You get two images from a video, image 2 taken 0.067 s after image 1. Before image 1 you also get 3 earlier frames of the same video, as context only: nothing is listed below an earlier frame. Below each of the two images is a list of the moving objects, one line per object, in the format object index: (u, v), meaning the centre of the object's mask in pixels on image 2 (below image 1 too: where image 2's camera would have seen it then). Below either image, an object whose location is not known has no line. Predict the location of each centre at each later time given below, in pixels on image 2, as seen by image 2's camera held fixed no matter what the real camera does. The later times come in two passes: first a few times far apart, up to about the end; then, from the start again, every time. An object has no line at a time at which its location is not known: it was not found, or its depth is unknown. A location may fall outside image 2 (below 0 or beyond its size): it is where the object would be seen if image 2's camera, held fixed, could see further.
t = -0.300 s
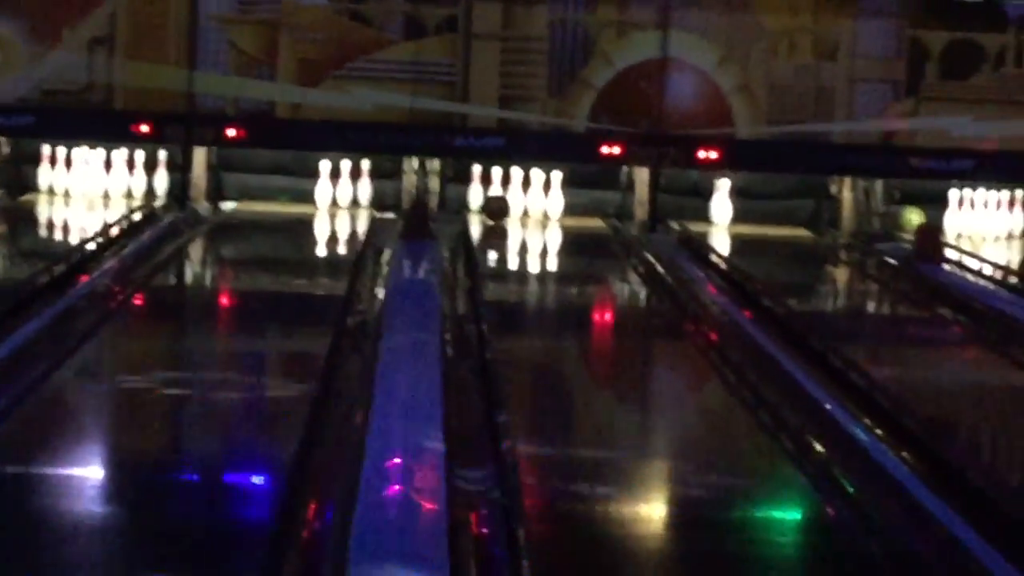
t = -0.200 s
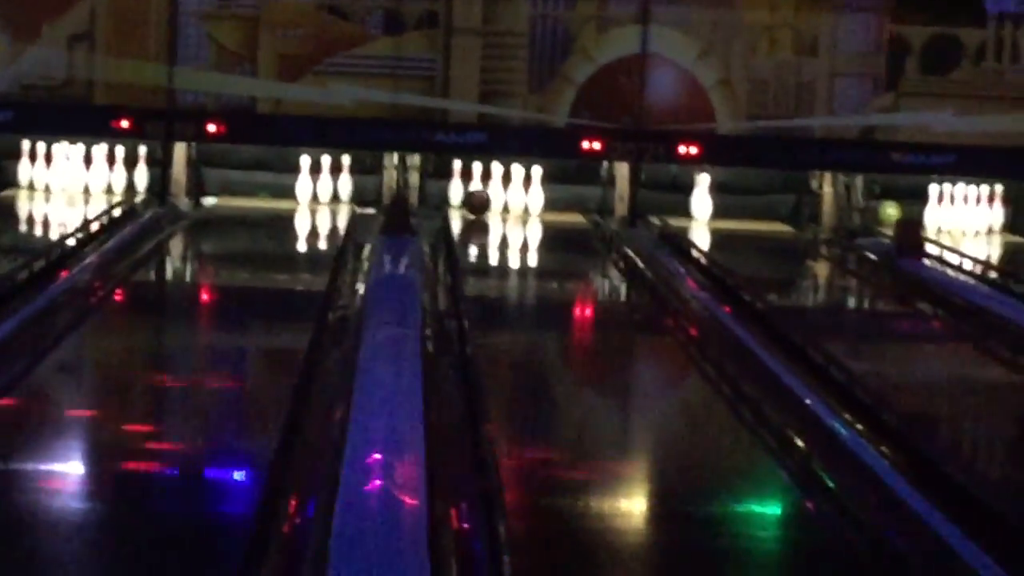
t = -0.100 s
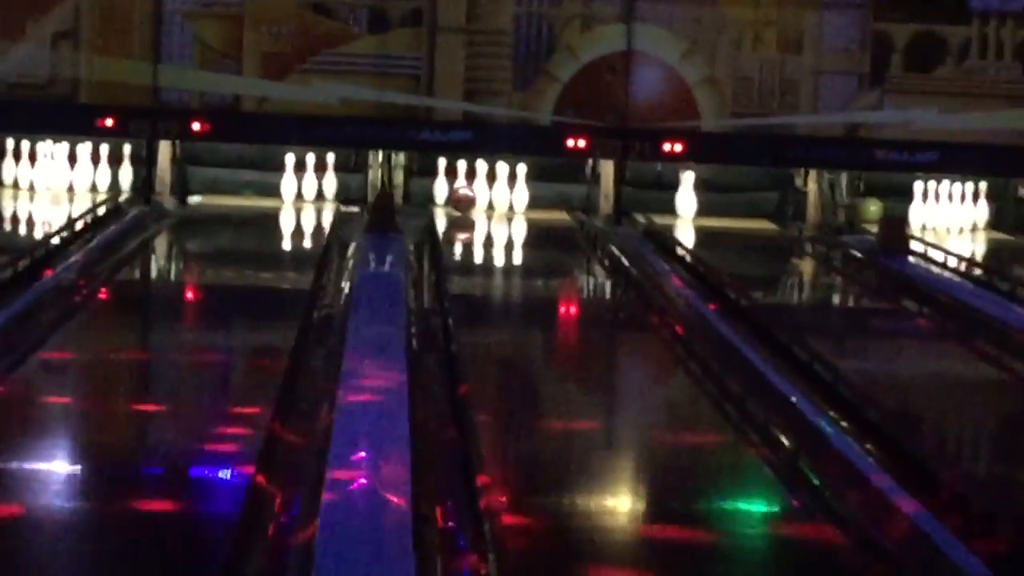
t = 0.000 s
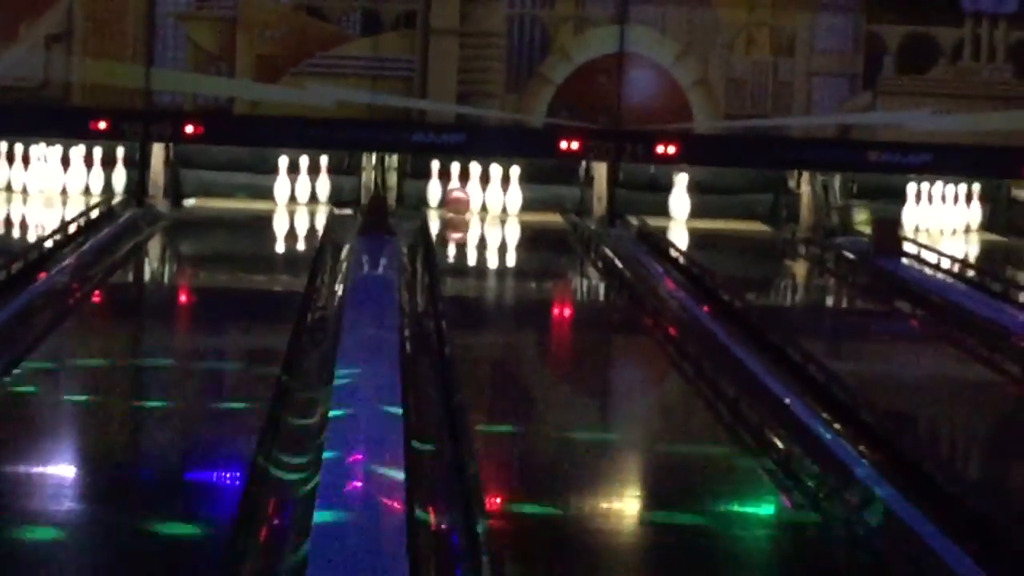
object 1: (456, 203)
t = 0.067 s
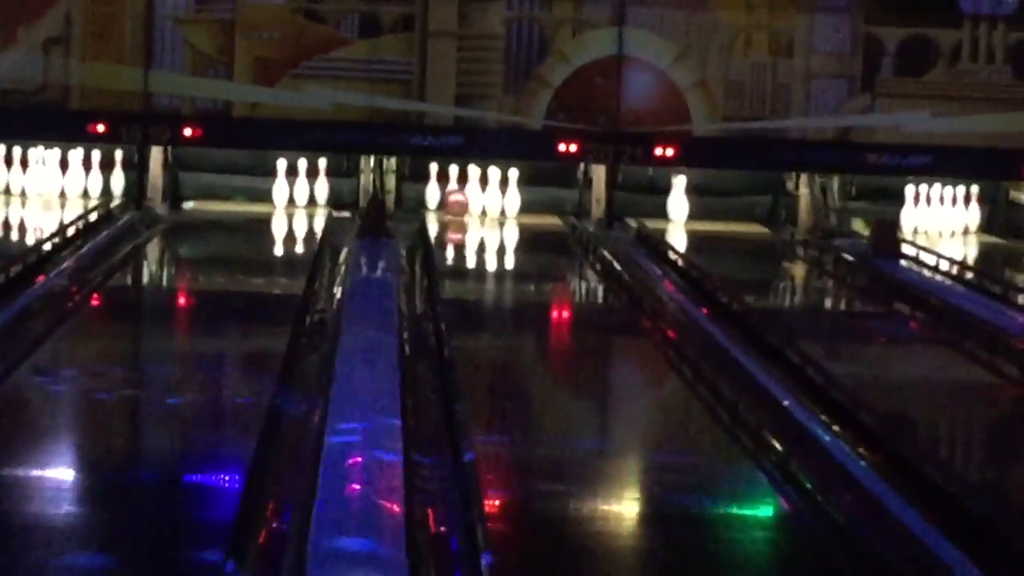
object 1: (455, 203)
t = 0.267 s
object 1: (450, 201)
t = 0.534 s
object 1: (441, 197)
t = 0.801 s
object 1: (430, 194)
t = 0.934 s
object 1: (423, 194)
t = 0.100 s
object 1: (453, 202)
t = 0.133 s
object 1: (453, 201)
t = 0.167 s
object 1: (452, 202)
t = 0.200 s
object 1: (451, 201)
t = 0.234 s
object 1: (451, 201)
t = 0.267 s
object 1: (450, 201)
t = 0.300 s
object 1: (449, 200)
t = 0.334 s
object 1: (447, 200)
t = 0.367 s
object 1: (447, 198)
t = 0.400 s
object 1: (446, 198)
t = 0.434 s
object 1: (444, 197)
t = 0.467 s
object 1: (443, 198)
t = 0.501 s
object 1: (440, 199)
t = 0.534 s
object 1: (441, 197)
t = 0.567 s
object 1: (439, 196)
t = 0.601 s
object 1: (438, 195)
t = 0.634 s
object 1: (438, 195)
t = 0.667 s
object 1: (439, 195)
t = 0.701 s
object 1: (434, 195)
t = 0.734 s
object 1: (431, 195)
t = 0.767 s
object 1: (429, 195)
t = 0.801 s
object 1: (430, 194)
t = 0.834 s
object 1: (430, 194)
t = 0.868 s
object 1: (428, 194)
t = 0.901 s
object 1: (427, 194)
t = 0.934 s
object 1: (423, 194)
